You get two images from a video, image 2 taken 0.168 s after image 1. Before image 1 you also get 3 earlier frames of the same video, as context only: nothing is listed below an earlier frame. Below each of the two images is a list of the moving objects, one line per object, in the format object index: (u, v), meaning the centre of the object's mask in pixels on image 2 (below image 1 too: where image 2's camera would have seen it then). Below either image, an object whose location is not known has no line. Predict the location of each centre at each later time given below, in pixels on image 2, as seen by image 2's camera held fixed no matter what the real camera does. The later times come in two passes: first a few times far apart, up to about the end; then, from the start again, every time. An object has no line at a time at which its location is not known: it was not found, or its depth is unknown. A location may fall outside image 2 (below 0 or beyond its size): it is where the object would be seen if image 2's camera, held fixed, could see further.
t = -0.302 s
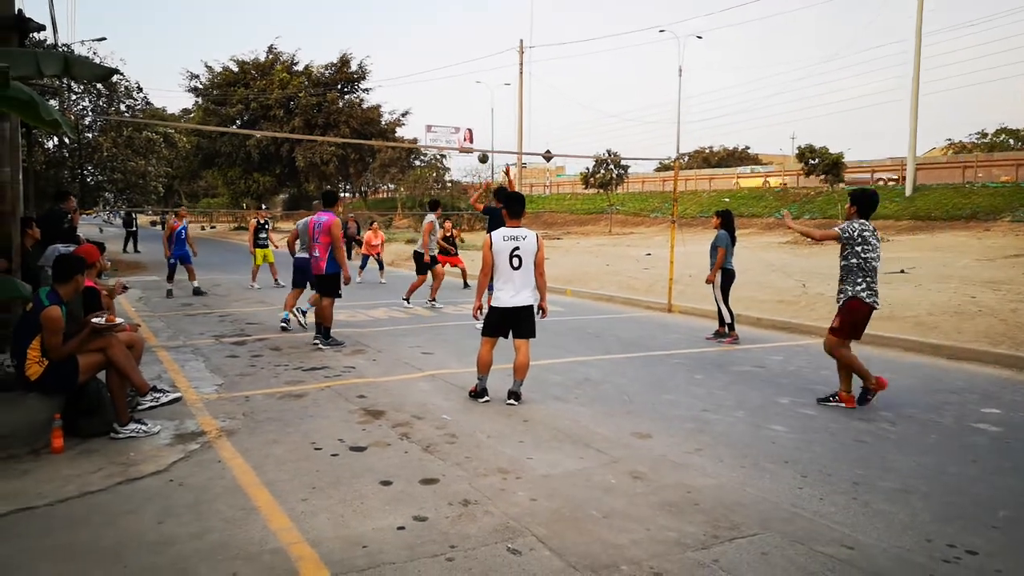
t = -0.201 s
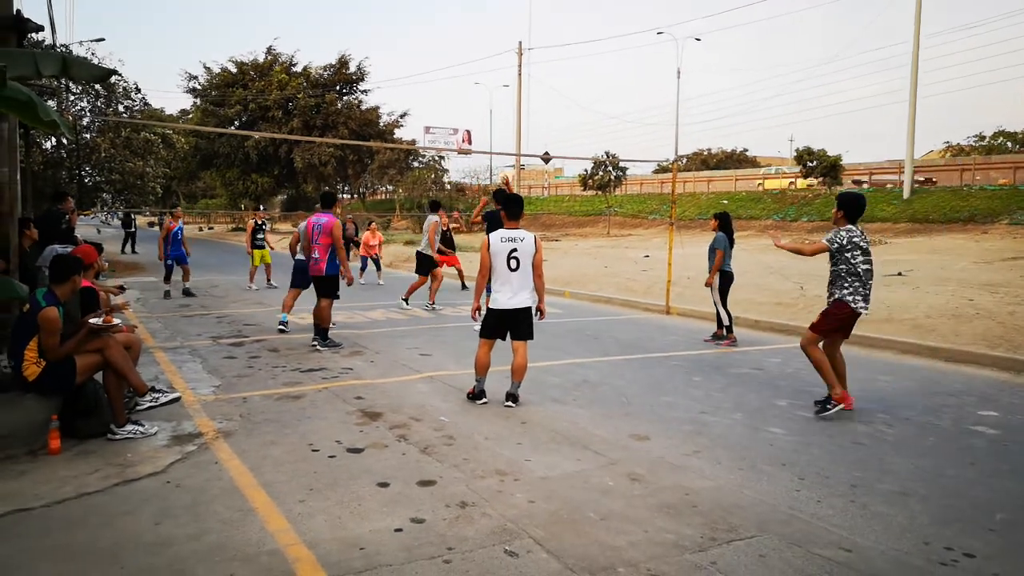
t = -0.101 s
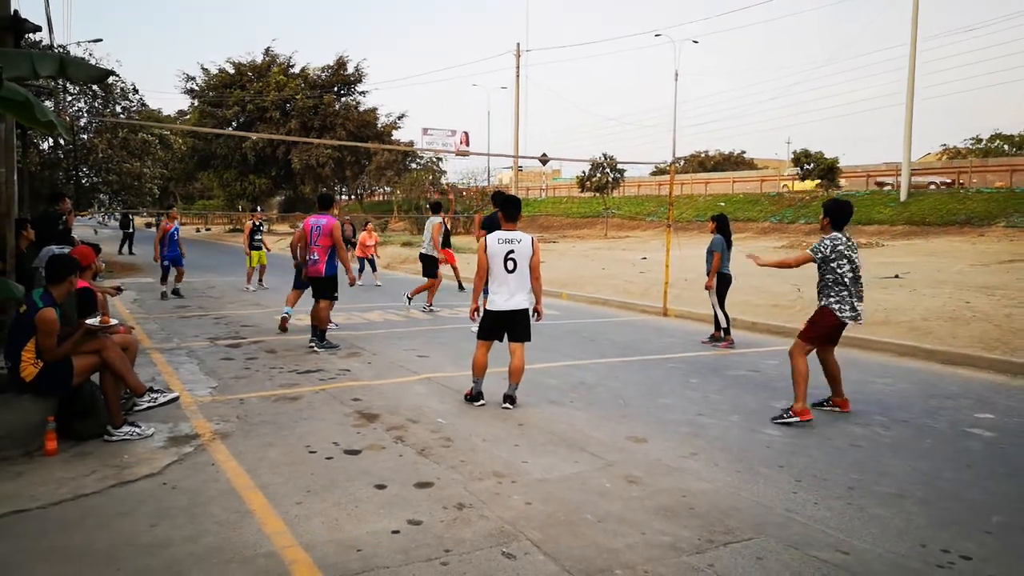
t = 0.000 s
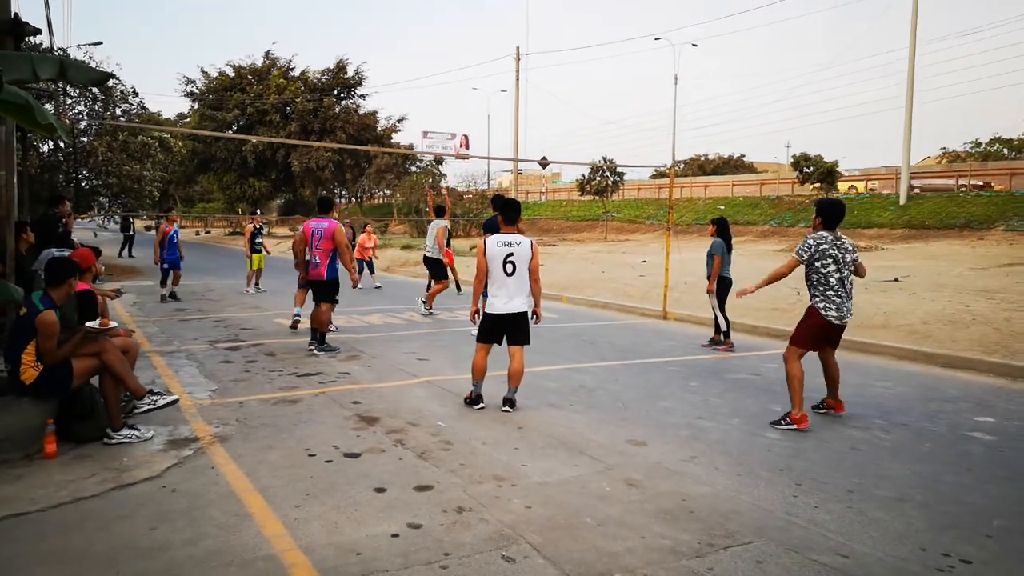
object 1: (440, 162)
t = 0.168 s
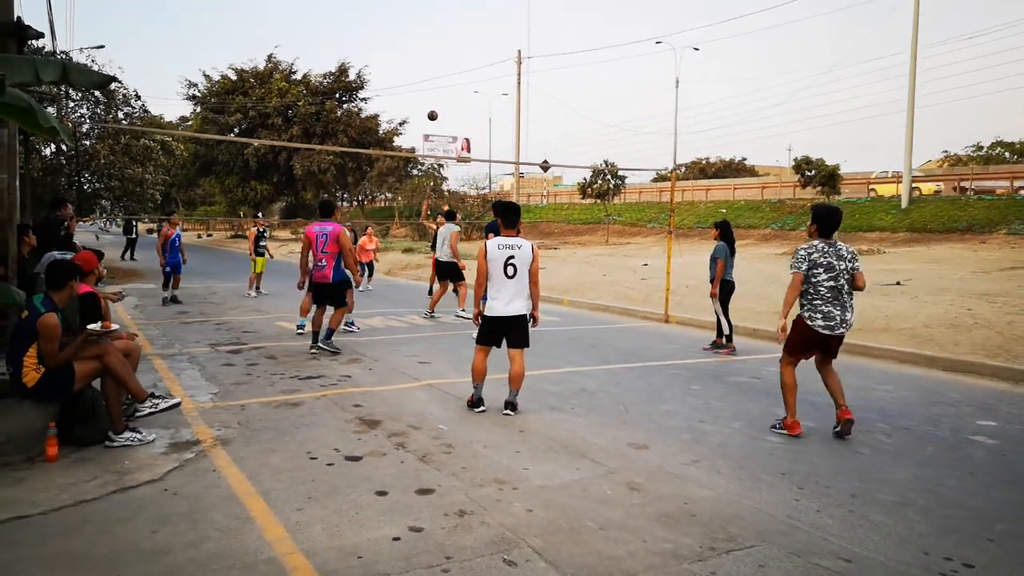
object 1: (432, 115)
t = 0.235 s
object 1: (429, 99)
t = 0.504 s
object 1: (416, 58)
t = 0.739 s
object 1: (403, 53)
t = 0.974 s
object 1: (388, 83)
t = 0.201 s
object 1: (430, 107)
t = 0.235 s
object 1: (429, 99)
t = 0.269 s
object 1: (427, 92)
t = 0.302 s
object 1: (426, 86)
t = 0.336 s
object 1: (424, 79)
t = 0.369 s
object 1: (422, 74)
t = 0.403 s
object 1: (420, 69)
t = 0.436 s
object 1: (419, 65)
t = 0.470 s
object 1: (417, 61)
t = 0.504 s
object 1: (416, 58)
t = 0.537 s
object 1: (414, 55)
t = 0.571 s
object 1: (412, 53)
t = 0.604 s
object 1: (410, 52)
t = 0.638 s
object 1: (408, 51)
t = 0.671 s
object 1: (406, 51)
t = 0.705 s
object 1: (404, 52)
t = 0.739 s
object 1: (403, 53)
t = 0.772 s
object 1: (400, 55)
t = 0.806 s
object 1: (398, 58)
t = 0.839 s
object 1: (396, 61)
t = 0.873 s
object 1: (394, 66)
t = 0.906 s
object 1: (392, 71)
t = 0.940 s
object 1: (390, 77)
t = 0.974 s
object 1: (388, 83)
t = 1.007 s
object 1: (386, 91)
